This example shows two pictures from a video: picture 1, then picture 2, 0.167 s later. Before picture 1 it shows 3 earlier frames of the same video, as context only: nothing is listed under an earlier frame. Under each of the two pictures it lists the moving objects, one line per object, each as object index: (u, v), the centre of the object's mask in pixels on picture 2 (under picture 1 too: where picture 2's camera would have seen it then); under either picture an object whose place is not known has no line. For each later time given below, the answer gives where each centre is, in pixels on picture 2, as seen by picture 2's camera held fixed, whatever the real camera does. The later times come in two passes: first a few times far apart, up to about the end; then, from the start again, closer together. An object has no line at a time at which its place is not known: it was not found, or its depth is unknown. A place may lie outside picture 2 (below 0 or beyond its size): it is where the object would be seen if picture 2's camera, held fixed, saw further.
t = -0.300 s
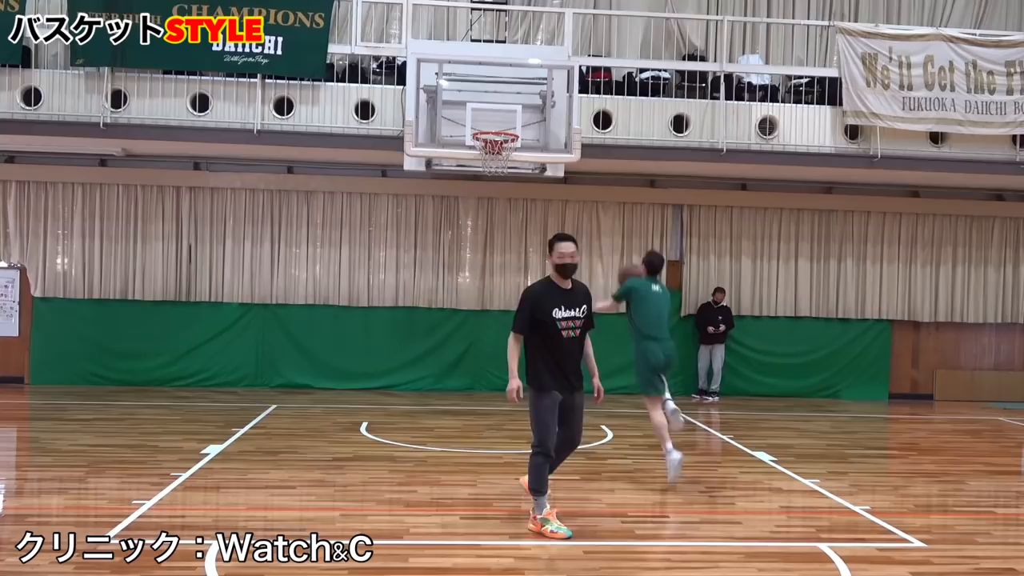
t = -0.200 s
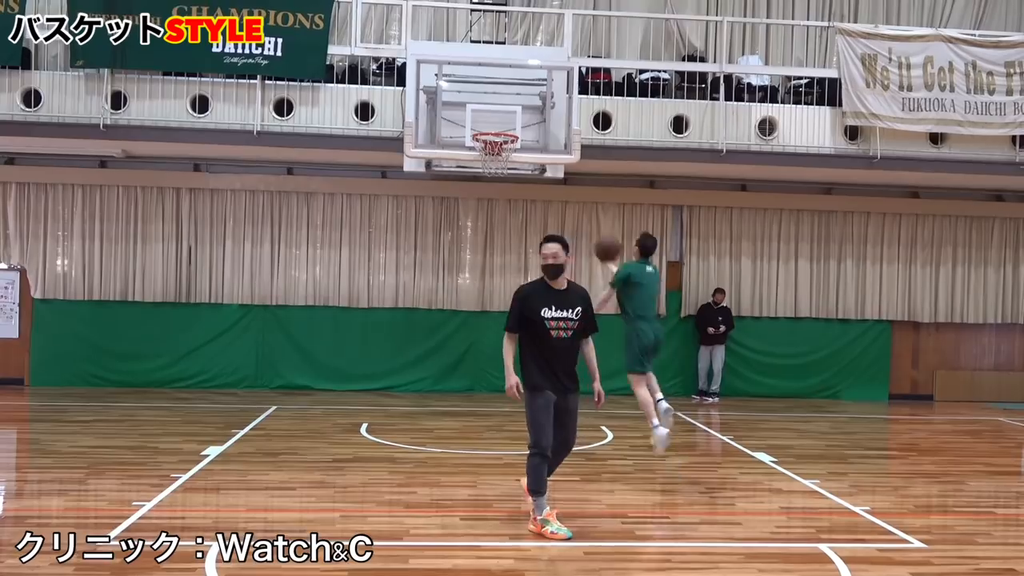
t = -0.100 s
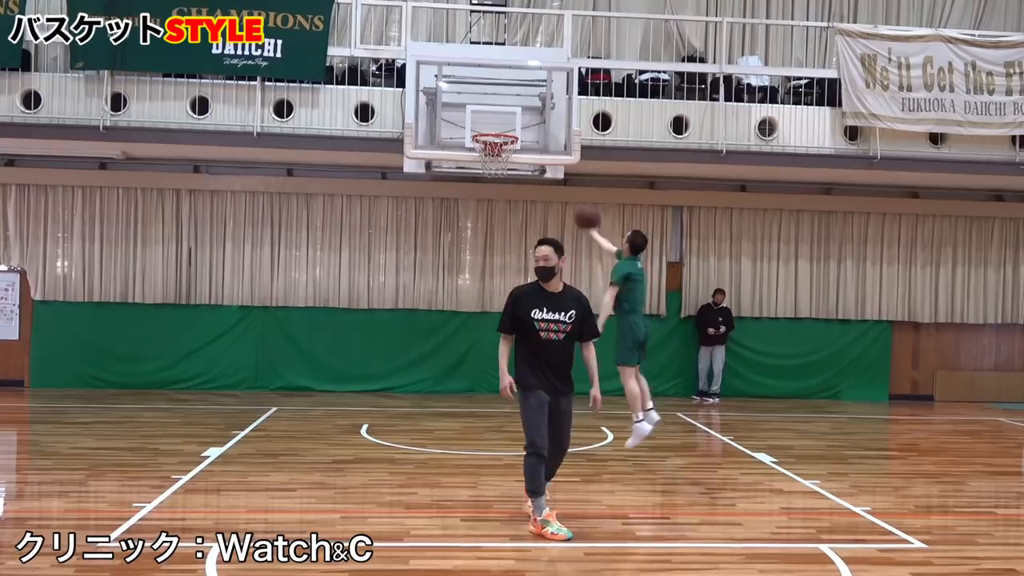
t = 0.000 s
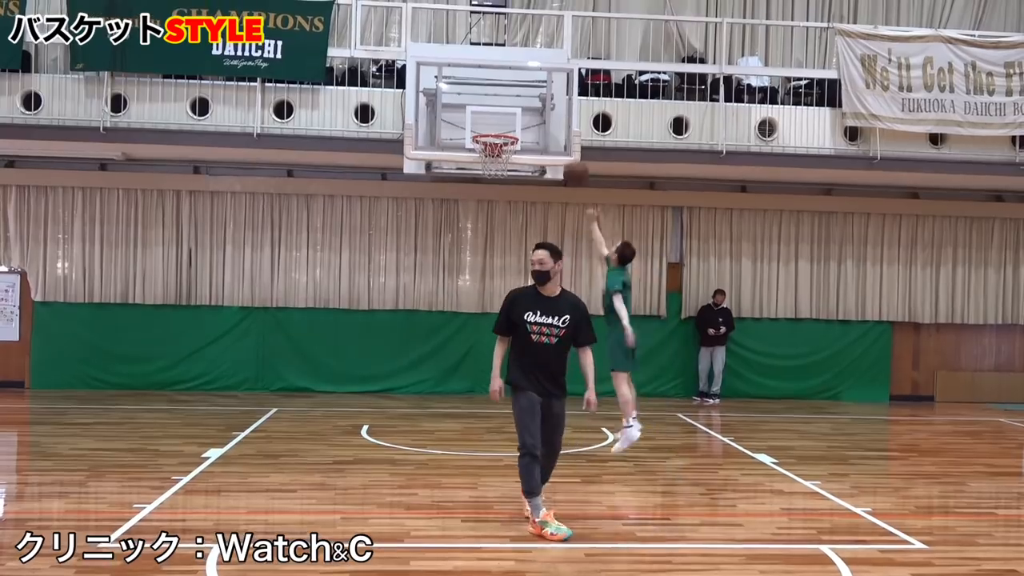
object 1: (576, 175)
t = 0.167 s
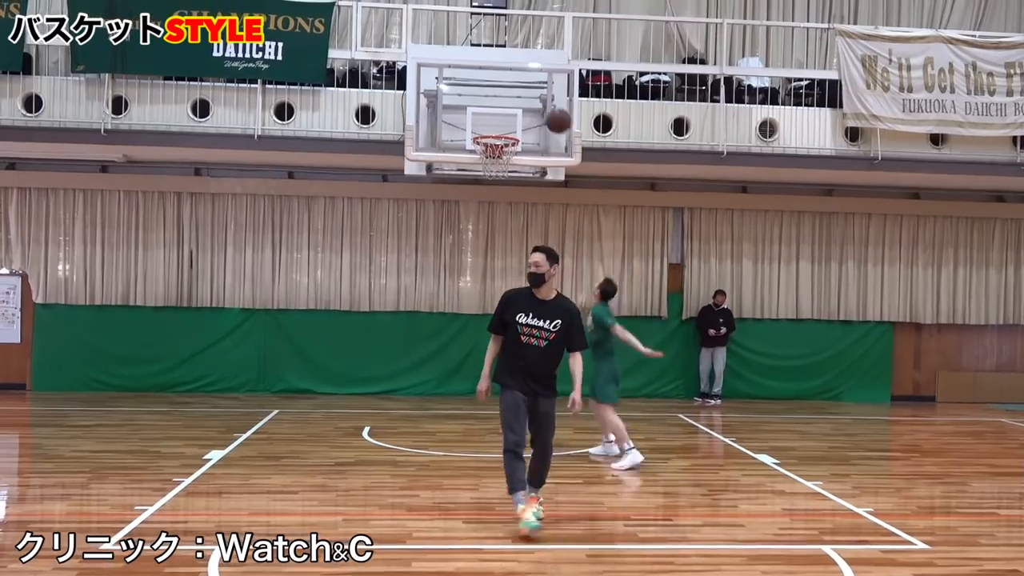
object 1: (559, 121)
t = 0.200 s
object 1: (554, 113)
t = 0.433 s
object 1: (530, 99)
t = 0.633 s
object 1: (509, 127)
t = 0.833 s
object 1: (490, 175)
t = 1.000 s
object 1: (477, 214)
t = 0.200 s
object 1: (554, 113)
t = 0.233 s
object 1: (551, 108)
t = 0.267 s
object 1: (548, 104)
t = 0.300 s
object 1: (544, 101)
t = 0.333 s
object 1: (541, 99)
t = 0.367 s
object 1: (537, 98)
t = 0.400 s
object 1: (534, 98)
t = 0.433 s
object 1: (530, 99)
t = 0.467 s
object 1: (526, 101)
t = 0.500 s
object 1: (523, 104)
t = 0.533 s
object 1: (520, 108)
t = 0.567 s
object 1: (516, 113)
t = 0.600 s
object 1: (513, 120)
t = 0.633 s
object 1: (509, 127)
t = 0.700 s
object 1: (503, 146)
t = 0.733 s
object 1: (500, 154)
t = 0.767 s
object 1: (497, 162)
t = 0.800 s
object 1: (493, 172)
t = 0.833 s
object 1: (490, 175)
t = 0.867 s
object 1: (488, 181)
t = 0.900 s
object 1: (485, 188)
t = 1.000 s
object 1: (477, 214)
